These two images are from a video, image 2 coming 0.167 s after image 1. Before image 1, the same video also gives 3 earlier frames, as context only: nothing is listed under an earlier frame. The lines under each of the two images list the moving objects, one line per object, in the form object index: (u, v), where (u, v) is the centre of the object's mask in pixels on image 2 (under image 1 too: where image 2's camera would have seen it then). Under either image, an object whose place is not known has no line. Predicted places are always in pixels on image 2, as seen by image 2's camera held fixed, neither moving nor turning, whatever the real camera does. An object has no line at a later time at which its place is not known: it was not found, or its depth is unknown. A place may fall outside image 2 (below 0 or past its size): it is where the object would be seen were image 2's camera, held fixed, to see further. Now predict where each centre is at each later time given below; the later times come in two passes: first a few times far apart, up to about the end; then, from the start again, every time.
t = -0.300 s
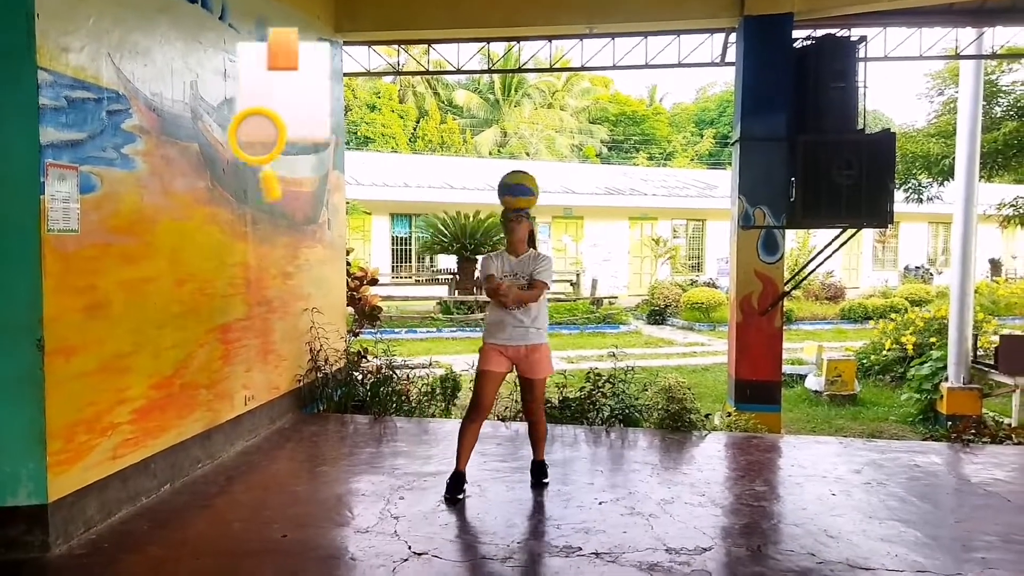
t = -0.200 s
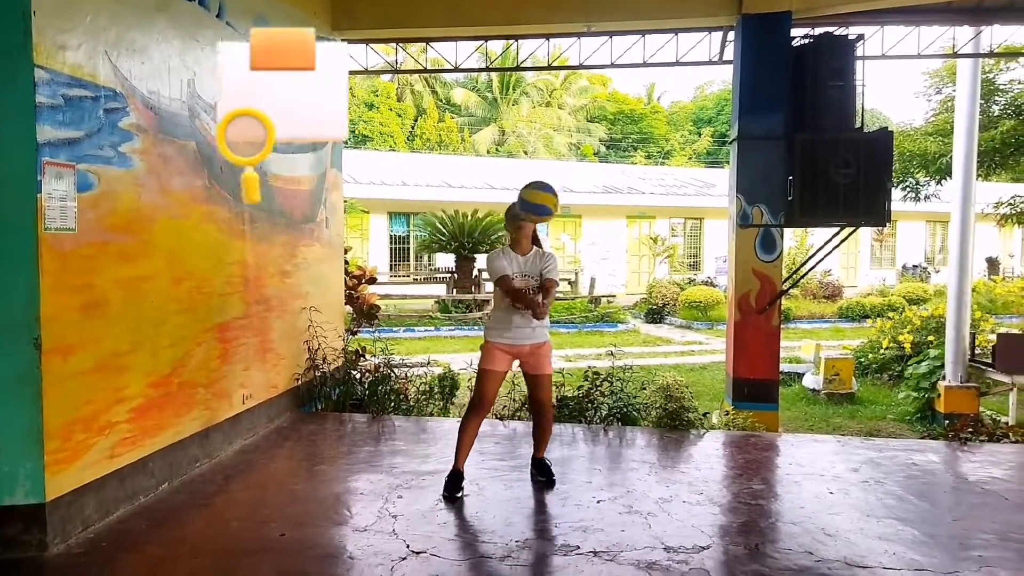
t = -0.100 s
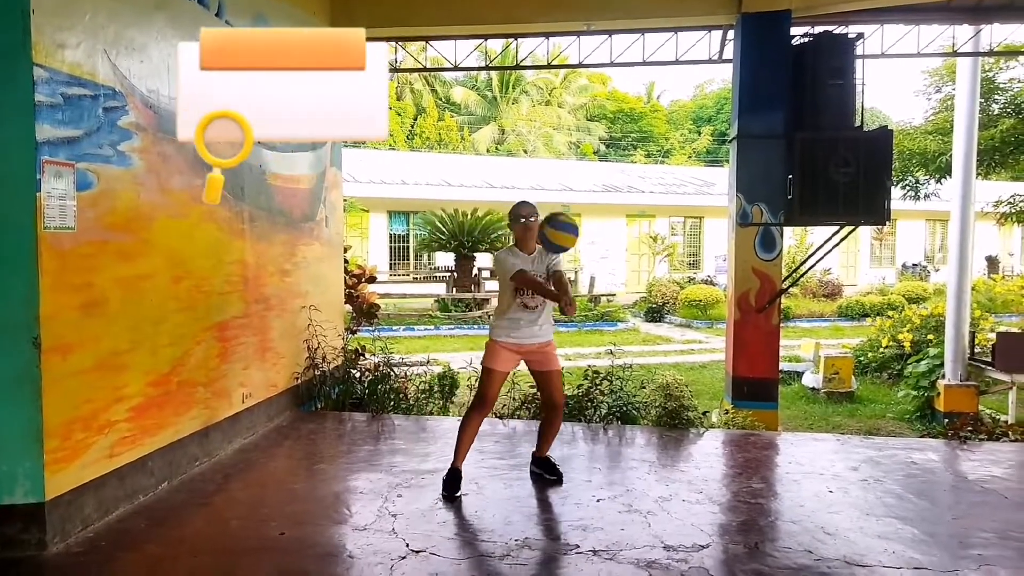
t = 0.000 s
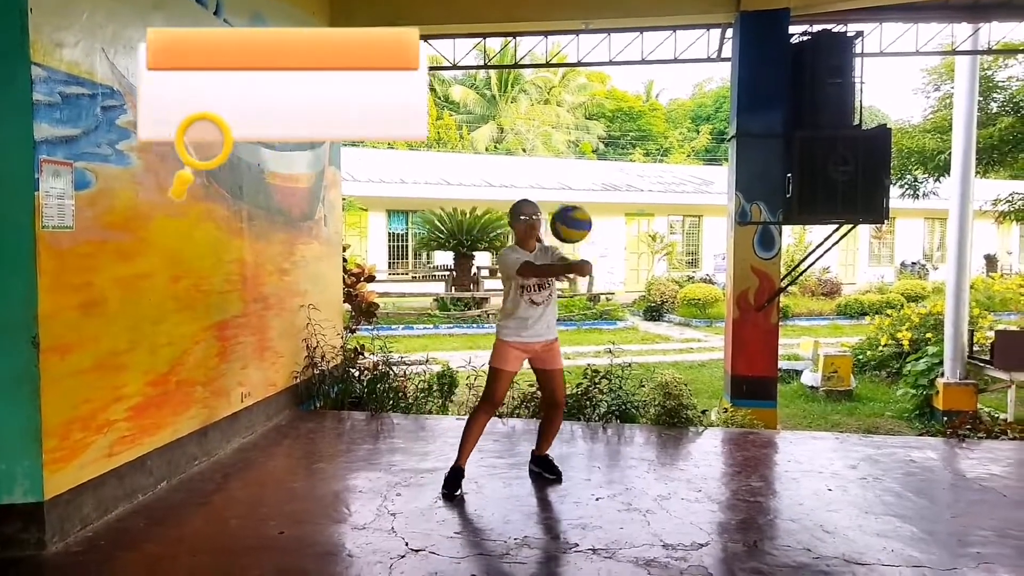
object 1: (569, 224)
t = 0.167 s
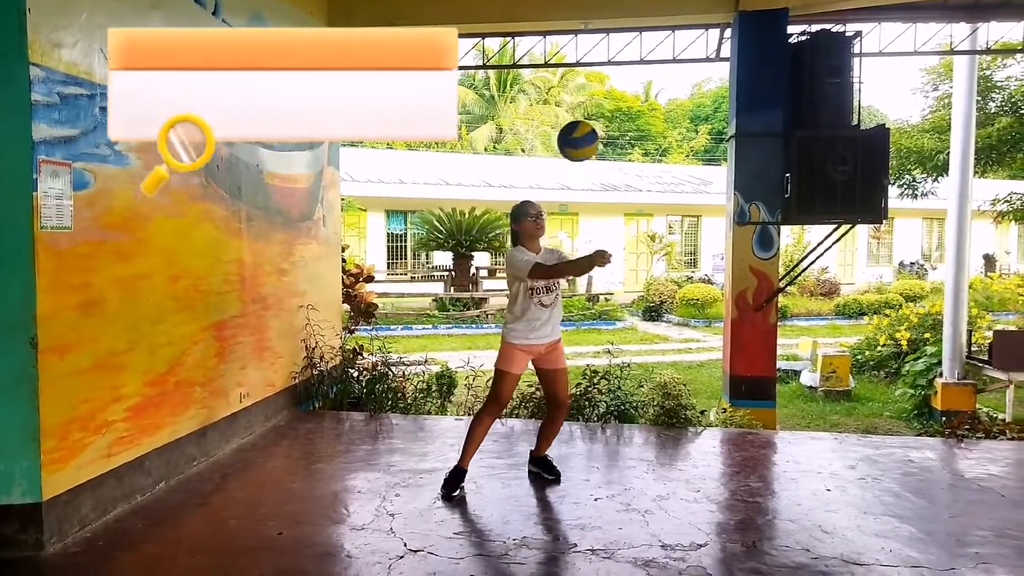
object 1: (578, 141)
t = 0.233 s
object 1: (581, 123)
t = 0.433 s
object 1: (589, 122)
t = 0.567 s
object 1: (594, 165)
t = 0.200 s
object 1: (579, 131)
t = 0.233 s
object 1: (581, 123)
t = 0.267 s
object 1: (582, 117)
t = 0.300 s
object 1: (583, 114)
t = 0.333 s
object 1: (585, 112)
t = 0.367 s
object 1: (586, 113)
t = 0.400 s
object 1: (587, 116)
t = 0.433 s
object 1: (589, 122)
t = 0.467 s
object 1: (591, 129)
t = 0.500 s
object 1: (592, 139)
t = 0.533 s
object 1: (593, 151)
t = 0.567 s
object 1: (594, 165)
